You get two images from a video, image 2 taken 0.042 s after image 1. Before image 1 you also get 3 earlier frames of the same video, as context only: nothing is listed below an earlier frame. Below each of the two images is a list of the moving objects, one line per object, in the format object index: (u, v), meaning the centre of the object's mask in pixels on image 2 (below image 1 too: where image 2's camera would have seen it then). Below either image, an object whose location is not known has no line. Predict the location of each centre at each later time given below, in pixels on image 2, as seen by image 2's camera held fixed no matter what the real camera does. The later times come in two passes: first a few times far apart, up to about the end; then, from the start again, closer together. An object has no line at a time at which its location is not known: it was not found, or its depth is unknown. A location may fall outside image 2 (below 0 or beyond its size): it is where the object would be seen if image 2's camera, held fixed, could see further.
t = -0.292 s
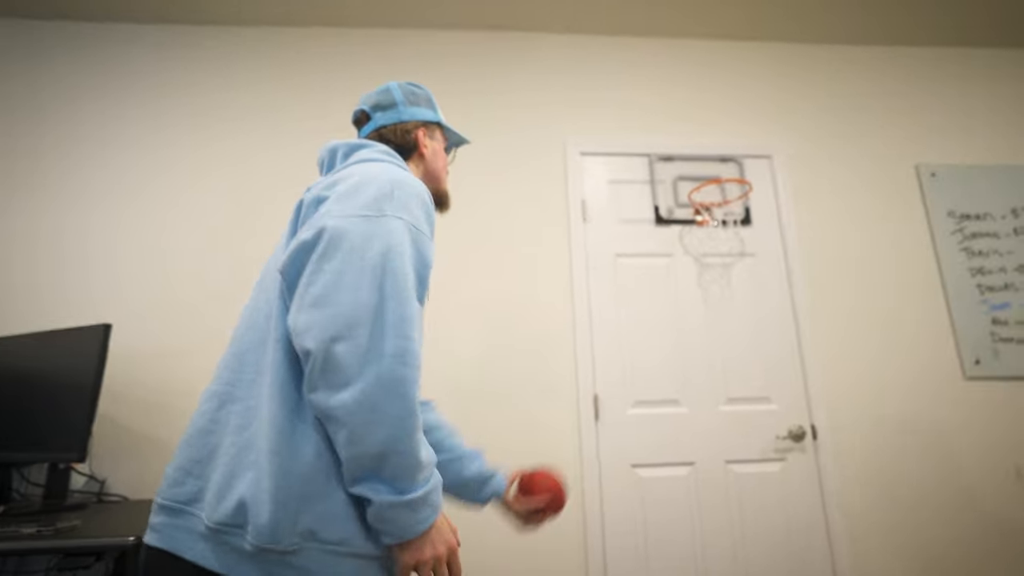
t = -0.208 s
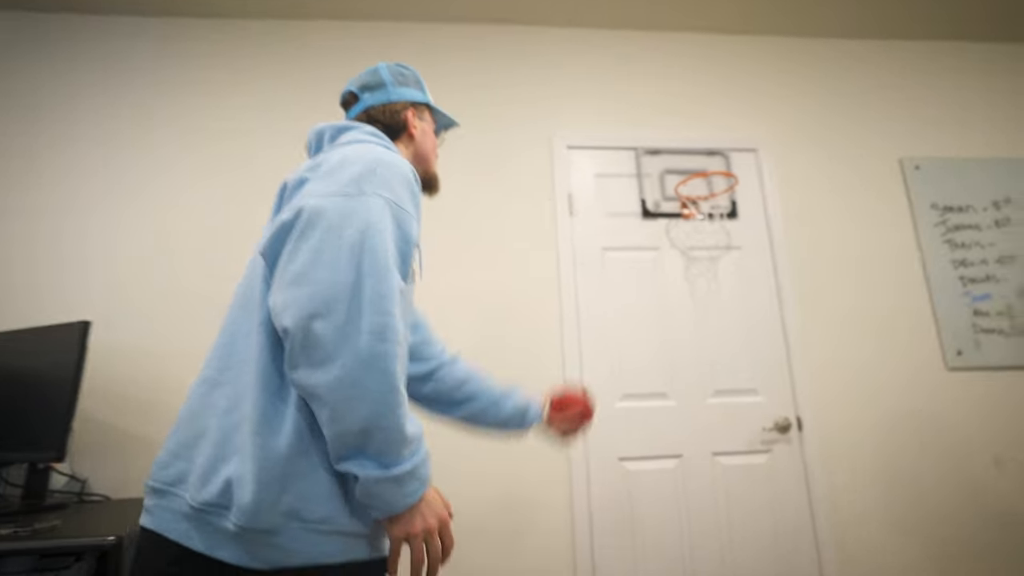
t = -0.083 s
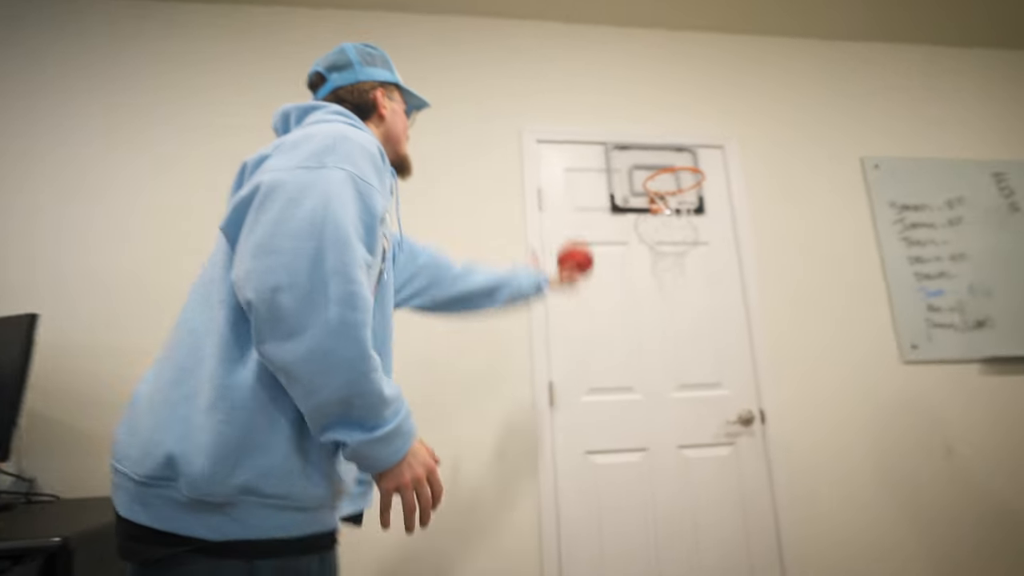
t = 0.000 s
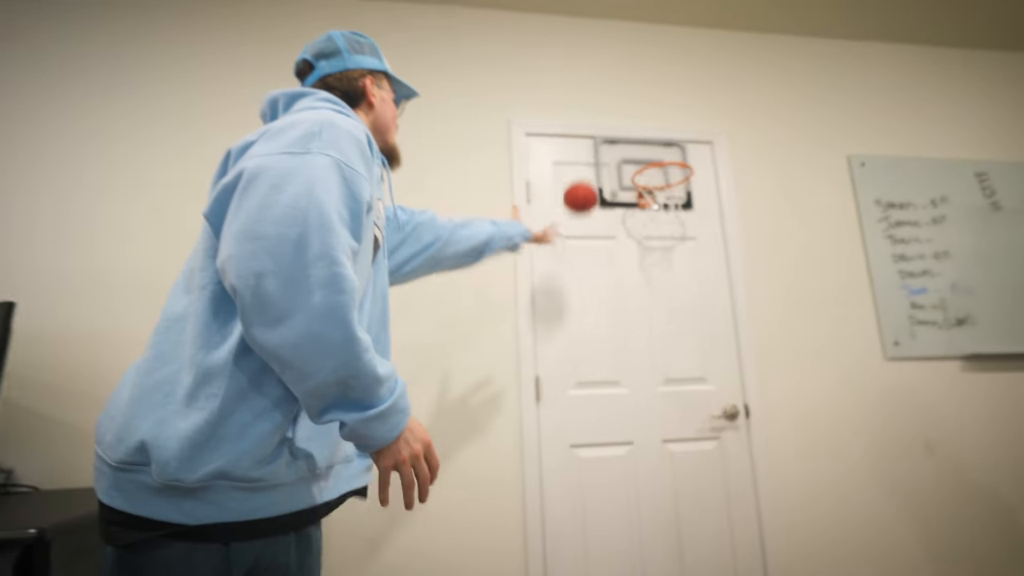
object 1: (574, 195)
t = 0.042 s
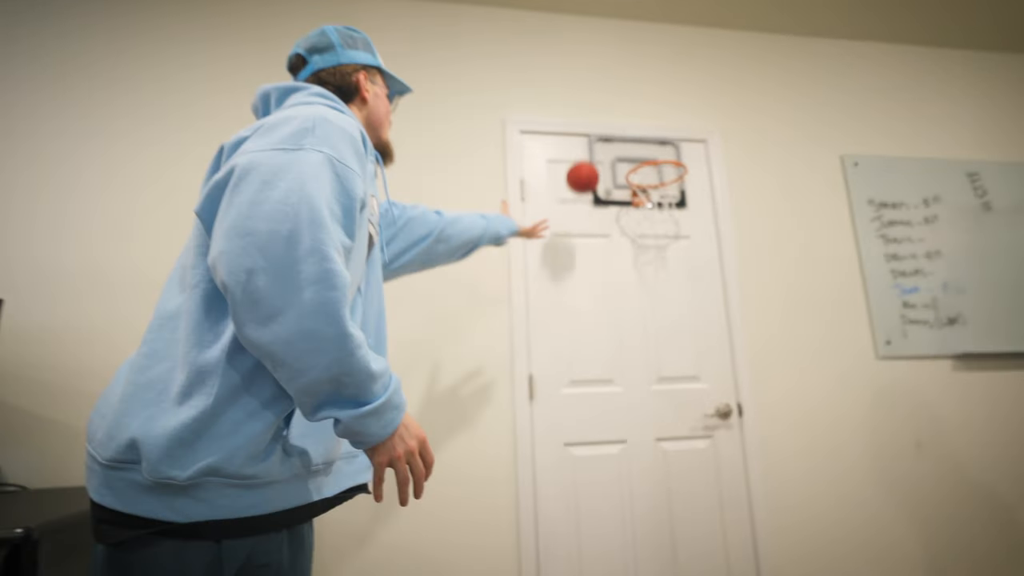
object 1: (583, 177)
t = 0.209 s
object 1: (612, 155)
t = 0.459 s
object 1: (659, 187)
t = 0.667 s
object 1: (648, 249)
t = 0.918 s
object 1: (655, 439)
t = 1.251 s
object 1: (657, 525)
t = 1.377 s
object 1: (652, 449)
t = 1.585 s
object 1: (653, 425)
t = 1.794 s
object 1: (665, 541)
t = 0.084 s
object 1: (590, 165)
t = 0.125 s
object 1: (597, 158)
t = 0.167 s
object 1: (604, 155)
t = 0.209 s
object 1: (612, 155)
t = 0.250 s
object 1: (623, 151)
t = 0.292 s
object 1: (635, 150)
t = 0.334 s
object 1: (649, 152)
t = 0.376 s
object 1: (663, 160)
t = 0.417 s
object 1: (663, 172)
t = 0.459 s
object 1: (659, 187)
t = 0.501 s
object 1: (653, 205)
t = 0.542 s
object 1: (650, 219)
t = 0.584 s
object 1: (649, 227)
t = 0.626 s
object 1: (649, 236)
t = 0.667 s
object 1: (648, 249)
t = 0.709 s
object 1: (649, 269)
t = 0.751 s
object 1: (649, 292)
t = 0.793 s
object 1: (650, 321)
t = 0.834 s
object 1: (652, 354)
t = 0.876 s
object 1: (653, 394)
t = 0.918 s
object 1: (655, 439)
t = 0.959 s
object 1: (658, 489)
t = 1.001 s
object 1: (661, 547)
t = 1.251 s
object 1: (657, 525)
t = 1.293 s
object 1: (655, 495)
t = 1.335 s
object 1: (654, 469)
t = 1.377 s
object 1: (652, 449)
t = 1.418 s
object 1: (652, 434)
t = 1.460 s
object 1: (651, 424)
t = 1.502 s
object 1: (651, 419)
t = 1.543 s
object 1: (651, 419)
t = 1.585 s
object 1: (653, 425)
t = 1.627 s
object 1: (654, 436)
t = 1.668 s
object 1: (656, 453)
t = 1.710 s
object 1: (658, 476)
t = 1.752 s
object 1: (661, 505)
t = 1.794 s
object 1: (665, 541)
